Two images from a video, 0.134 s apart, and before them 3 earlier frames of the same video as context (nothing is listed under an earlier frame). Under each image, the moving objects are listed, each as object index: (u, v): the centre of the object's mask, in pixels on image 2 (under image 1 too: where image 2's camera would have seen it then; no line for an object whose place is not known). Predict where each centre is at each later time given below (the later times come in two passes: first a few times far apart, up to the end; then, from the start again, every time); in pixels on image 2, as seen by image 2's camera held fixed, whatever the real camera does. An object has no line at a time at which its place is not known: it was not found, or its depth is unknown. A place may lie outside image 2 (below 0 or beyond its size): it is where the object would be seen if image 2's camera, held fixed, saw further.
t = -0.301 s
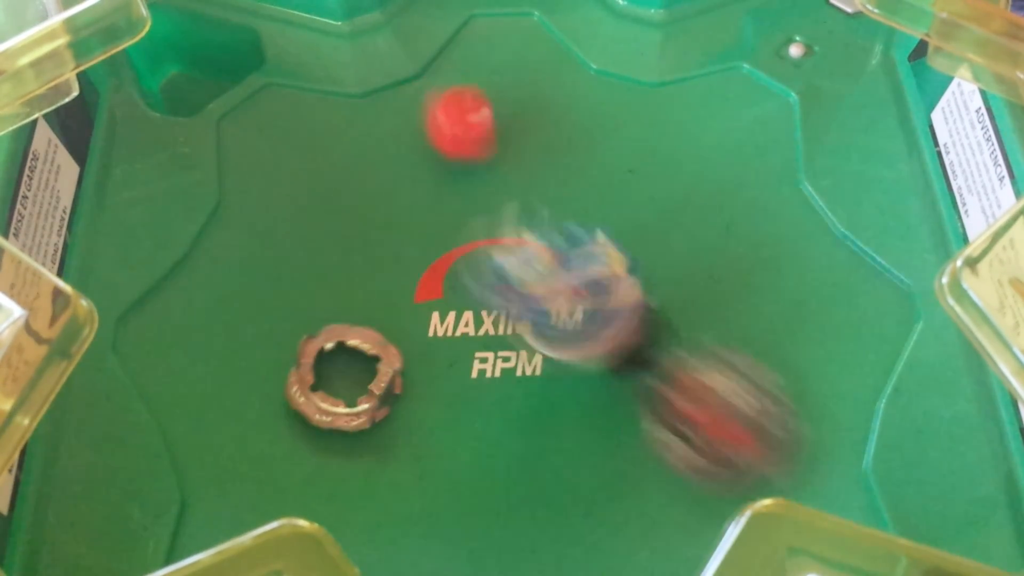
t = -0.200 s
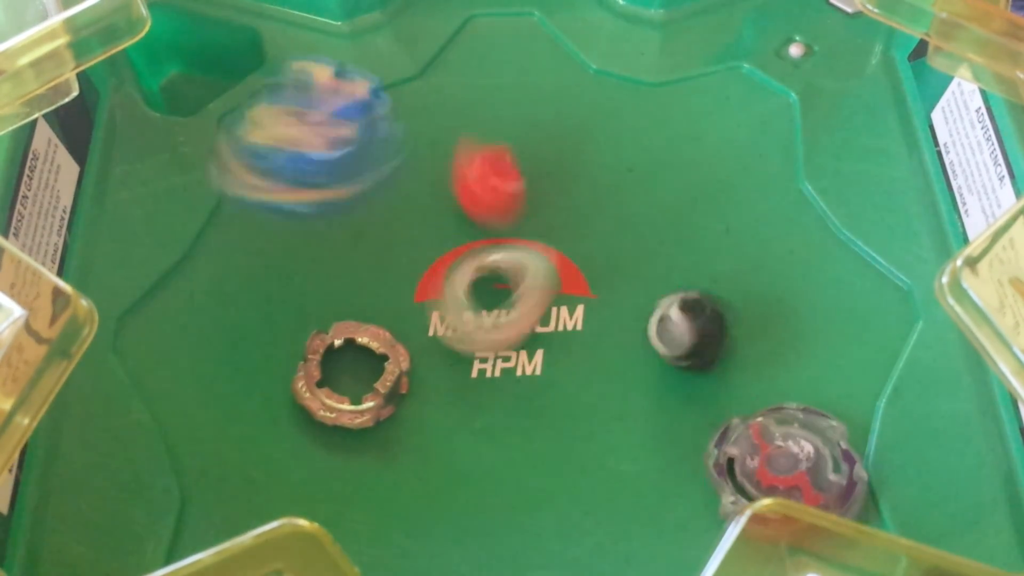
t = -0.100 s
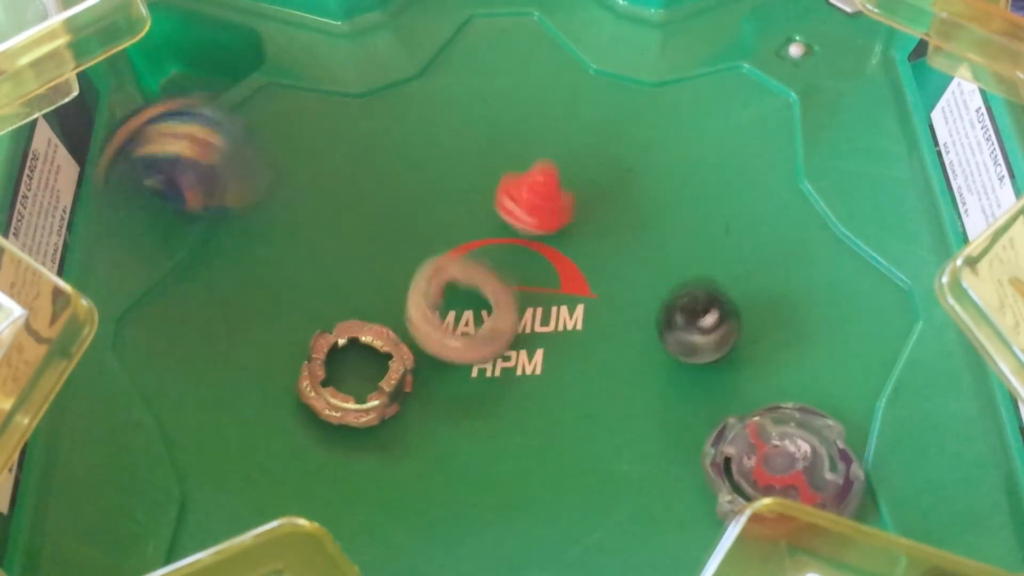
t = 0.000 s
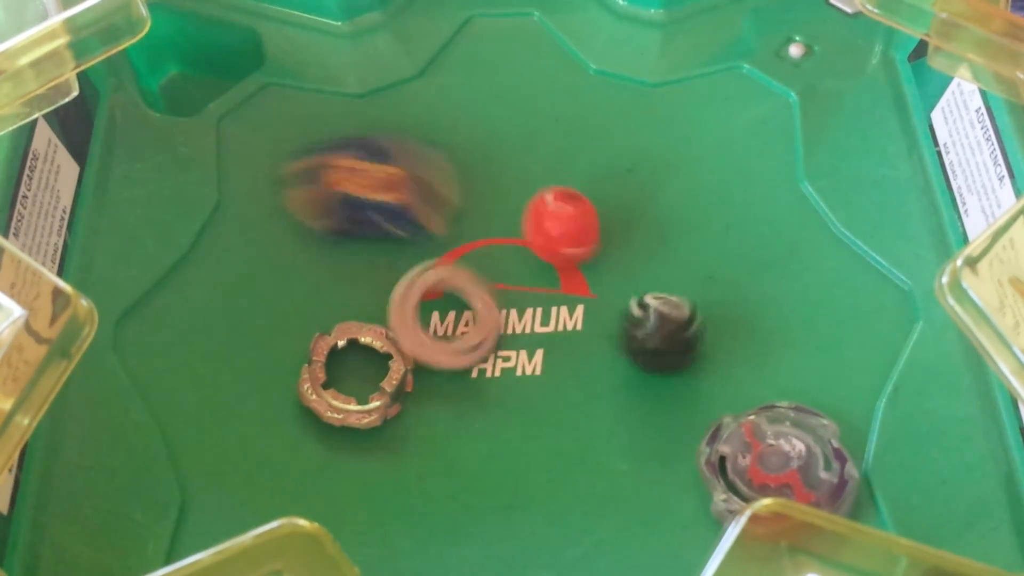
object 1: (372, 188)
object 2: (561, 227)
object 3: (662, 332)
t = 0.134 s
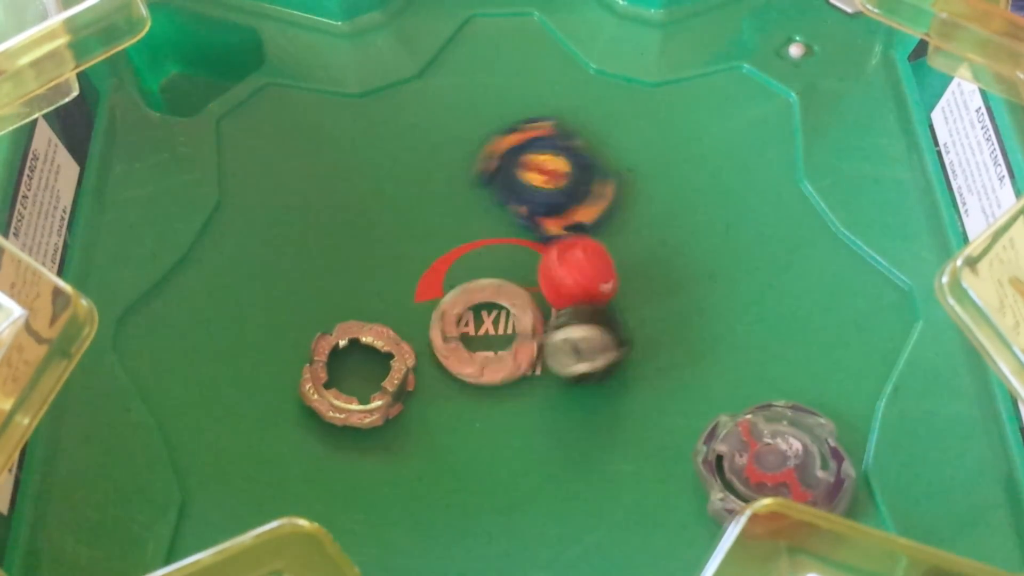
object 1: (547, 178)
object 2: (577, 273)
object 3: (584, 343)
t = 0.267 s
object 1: (571, 190)
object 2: (576, 313)
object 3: (565, 387)
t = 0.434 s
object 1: (571, 191)
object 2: (579, 331)
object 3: (566, 403)
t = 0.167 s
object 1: (563, 182)
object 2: (580, 283)
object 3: (574, 357)
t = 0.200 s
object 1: (570, 186)
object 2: (583, 295)
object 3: (569, 369)
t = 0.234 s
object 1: (571, 188)
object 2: (581, 305)
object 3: (566, 379)
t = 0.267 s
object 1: (571, 190)
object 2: (576, 313)
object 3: (565, 387)
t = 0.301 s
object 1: (571, 190)
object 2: (580, 320)
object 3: (566, 393)
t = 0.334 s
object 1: (571, 190)
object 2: (584, 328)
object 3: (566, 399)
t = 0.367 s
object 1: (571, 190)
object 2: (581, 331)
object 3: (566, 403)
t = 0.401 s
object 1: (571, 191)
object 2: (579, 331)
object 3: (566, 403)
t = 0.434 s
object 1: (571, 191)
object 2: (579, 331)
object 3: (566, 403)
